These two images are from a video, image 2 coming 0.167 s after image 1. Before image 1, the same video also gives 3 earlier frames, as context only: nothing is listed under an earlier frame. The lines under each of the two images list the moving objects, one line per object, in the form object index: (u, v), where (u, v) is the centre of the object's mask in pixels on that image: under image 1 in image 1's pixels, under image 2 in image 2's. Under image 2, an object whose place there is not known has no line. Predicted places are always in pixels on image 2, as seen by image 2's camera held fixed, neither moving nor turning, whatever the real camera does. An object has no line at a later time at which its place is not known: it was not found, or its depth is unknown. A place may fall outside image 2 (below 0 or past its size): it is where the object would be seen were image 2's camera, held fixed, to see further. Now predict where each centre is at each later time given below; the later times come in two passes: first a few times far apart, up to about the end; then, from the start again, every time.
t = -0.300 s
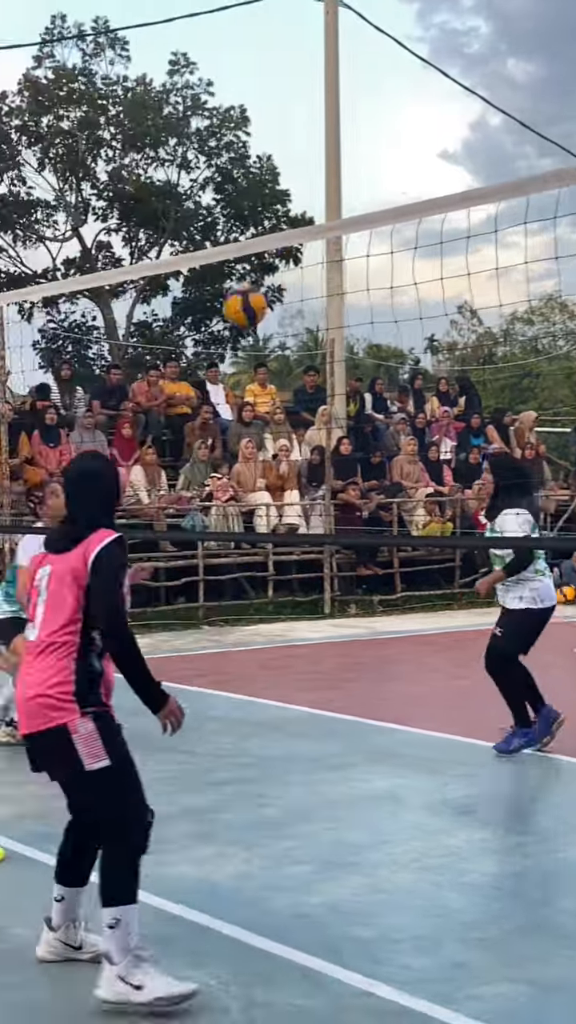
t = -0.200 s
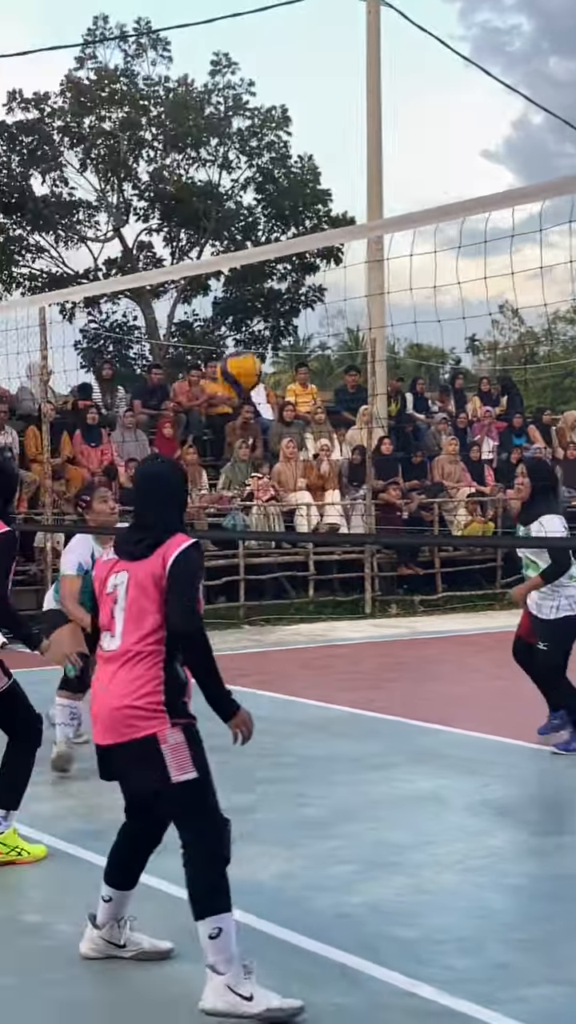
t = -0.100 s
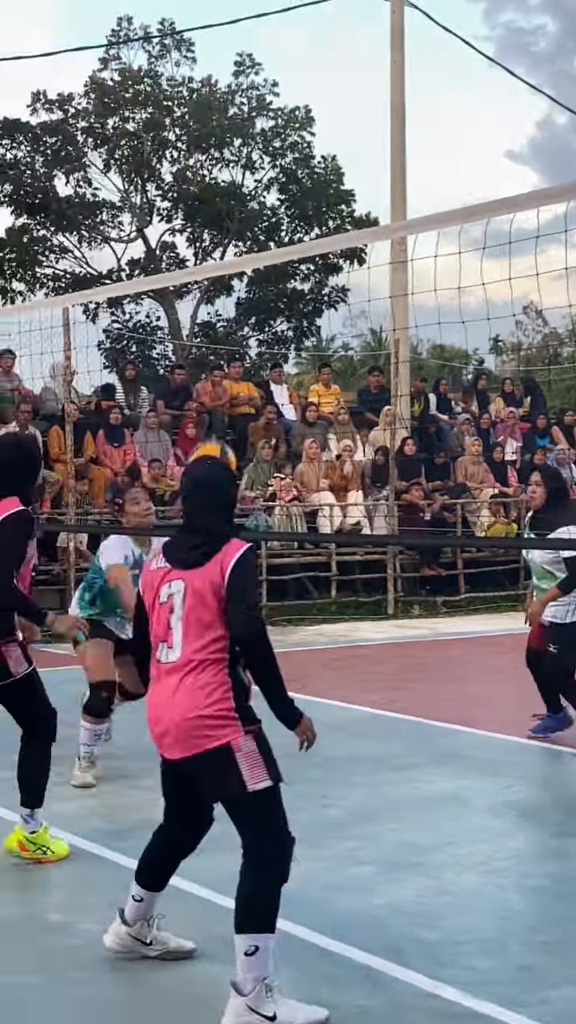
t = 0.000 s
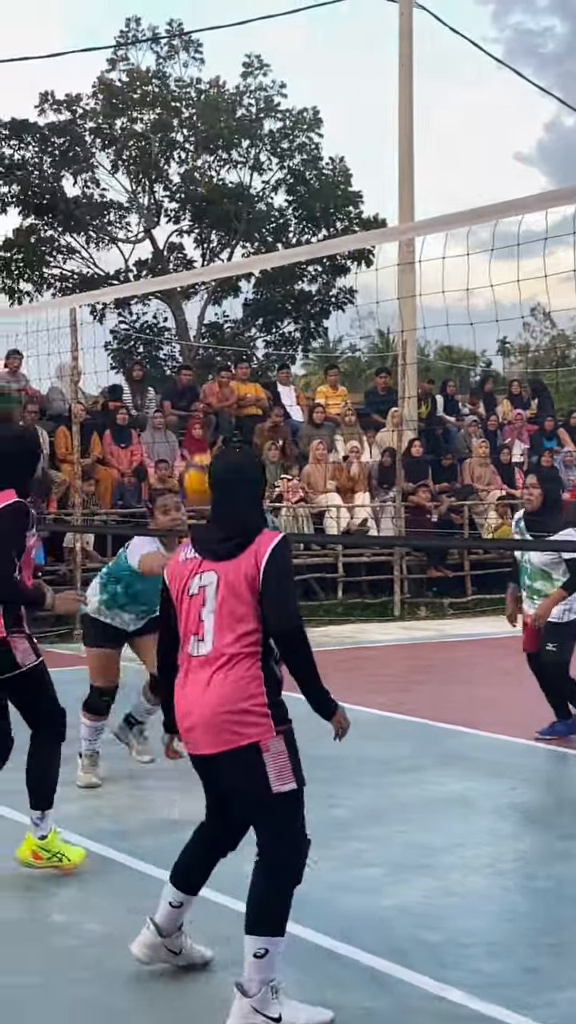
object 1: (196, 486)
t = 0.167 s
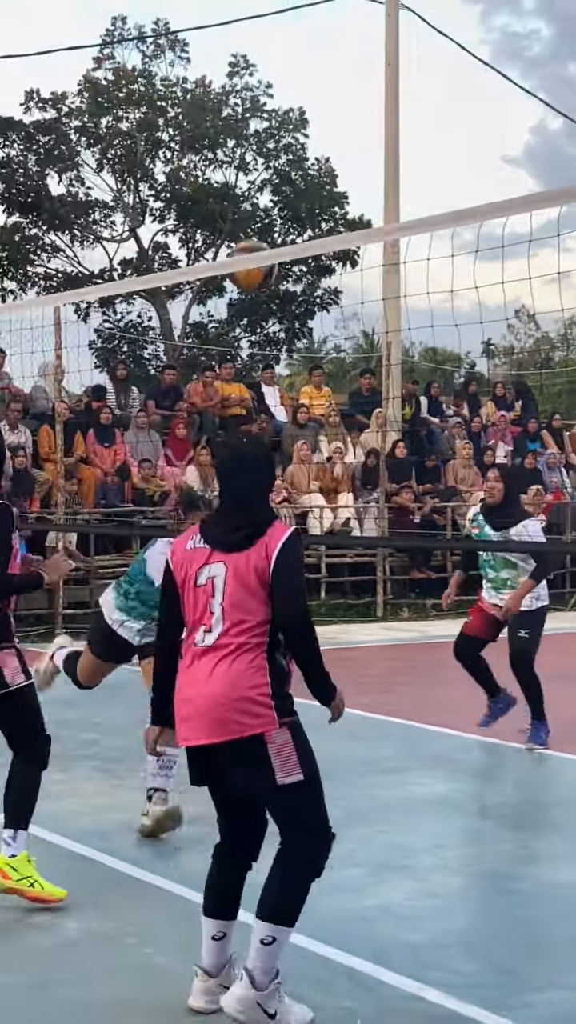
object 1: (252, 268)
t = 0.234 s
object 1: (280, 197)
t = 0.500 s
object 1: (391, 25)
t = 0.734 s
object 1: (490, 6)
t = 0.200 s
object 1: (263, 229)
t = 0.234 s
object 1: (280, 197)
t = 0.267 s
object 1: (291, 167)
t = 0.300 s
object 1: (305, 138)
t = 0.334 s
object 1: (320, 113)
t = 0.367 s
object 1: (334, 89)
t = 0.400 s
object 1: (349, 68)
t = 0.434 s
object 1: (363, 50)
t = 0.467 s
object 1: (378, 34)
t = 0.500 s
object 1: (391, 25)
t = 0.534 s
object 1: (406, 18)
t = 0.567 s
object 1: (420, 13)
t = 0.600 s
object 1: (434, 9)
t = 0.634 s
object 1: (449, 5)
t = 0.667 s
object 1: (463, 3)
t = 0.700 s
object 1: (476, 3)
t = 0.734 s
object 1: (490, 6)
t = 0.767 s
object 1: (505, 16)
